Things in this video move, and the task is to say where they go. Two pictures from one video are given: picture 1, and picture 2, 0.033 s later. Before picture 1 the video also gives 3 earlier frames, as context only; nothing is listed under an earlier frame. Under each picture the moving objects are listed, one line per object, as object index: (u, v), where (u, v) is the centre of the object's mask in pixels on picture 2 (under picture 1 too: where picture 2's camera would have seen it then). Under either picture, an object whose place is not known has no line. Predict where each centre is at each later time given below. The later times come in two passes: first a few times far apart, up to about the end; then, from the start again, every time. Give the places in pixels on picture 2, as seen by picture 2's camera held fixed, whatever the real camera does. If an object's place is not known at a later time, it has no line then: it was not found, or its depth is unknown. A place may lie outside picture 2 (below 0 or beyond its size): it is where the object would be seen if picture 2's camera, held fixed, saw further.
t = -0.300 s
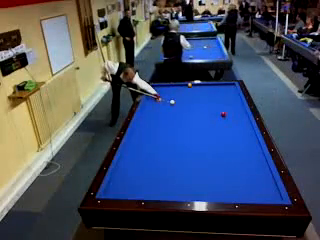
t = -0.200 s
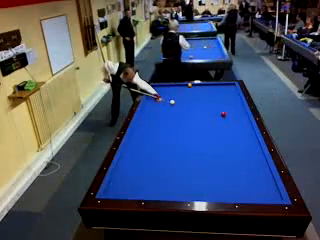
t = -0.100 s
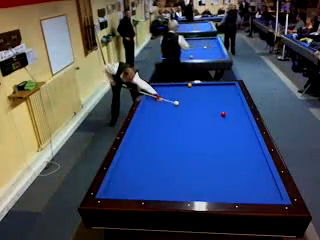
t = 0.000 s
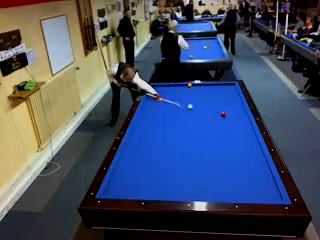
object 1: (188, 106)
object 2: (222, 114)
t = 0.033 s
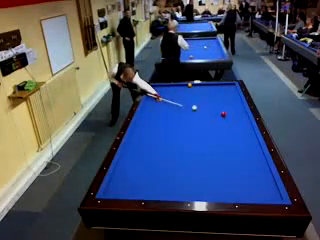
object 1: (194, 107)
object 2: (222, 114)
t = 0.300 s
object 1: (222, 118)
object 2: (233, 112)
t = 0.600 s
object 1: (244, 136)
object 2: (234, 111)
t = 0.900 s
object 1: (256, 159)
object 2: (220, 109)
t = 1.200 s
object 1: (252, 189)
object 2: (207, 108)
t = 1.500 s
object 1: (226, 179)
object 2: (195, 107)
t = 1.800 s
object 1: (202, 162)
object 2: (183, 106)
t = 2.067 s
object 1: (184, 150)
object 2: (173, 106)
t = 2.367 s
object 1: (167, 138)
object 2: (162, 105)
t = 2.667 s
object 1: (153, 128)
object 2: (152, 104)
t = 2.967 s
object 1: (141, 120)
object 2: (145, 103)
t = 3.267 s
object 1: (146, 114)
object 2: (151, 102)
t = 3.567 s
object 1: (156, 107)
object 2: (156, 102)
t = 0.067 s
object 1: (198, 108)
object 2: (222, 114)
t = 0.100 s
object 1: (203, 109)
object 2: (223, 114)
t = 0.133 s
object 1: (207, 110)
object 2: (223, 114)
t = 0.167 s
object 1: (212, 112)
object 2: (223, 114)
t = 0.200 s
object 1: (217, 113)
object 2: (223, 114)
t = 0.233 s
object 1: (219, 115)
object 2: (226, 114)
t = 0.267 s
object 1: (220, 117)
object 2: (229, 113)
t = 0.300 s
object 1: (222, 118)
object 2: (233, 112)
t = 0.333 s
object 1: (224, 120)
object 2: (236, 113)
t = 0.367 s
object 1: (226, 122)
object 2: (239, 113)
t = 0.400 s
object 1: (228, 124)
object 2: (242, 112)
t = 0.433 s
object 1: (231, 126)
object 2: (243, 112)
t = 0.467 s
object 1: (233, 128)
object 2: (242, 112)
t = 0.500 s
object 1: (236, 129)
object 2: (240, 111)
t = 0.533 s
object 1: (238, 132)
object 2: (238, 111)
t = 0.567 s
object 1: (241, 134)
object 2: (236, 111)
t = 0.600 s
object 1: (244, 136)
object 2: (234, 111)
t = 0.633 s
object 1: (247, 138)
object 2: (233, 110)
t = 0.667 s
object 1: (250, 140)
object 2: (231, 110)
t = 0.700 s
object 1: (253, 143)
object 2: (230, 110)
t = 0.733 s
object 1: (256, 146)
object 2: (228, 110)
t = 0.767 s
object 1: (258, 148)
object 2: (227, 110)
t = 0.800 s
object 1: (258, 151)
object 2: (225, 110)
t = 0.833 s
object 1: (257, 153)
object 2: (223, 110)
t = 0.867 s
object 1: (256, 156)
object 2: (222, 109)
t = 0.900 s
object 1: (256, 159)
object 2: (220, 109)
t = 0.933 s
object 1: (256, 162)
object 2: (219, 109)
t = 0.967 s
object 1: (255, 165)
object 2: (217, 109)
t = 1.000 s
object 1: (255, 168)
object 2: (216, 109)
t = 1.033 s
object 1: (254, 171)
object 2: (215, 109)
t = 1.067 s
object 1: (254, 174)
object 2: (213, 109)
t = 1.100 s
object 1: (253, 178)
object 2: (211, 109)
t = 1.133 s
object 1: (253, 181)
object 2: (210, 109)
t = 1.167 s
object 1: (253, 185)
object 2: (209, 108)
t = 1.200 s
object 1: (252, 189)
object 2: (207, 108)
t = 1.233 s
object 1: (251, 193)
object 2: (206, 108)
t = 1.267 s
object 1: (251, 196)
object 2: (205, 108)
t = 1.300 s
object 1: (247, 194)
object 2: (203, 108)
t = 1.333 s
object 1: (243, 192)
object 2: (202, 108)
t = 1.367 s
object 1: (240, 189)
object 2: (200, 108)
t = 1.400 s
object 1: (236, 186)
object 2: (199, 107)
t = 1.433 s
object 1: (232, 183)
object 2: (198, 107)
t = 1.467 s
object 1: (229, 181)
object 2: (196, 107)
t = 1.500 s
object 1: (226, 179)
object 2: (195, 107)
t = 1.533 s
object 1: (223, 177)
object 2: (194, 107)
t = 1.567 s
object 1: (220, 175)
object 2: (192, 107)
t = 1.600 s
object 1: (218, 173)
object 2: (191, 107)
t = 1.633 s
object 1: (214, 171)
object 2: (189, 107)
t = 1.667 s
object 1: (212, 169)
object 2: (188, 107)
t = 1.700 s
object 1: (209, 167)
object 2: (187, 107)
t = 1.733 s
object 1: (207, 165)
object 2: (185, 107)
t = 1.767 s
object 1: (204, 164)
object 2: (184, 107)
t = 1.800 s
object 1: (202, 162)
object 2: (183, 106)
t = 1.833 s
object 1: (199, 161)
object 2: (182, 106)
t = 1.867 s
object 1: (197, 159)
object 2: (181, 106)
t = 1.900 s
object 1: (195, 157)
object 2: (179, 106)
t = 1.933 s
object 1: (193, 156)
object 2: (178, 106)
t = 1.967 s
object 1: (191, 154)
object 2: (177, 106)
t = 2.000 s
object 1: (188, 153)
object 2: (176, 106)
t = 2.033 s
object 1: (186, 151)
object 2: (174, 106)
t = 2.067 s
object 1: (184, 150)
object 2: (173, 106)
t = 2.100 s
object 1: (182, 149)
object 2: (172, 106)
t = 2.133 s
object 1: (180, 147)
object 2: (171, 106)
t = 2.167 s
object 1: (178, 146)
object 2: (169, 106)
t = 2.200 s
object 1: (176, 145)
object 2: (168, 106)
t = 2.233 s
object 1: (175, 143)
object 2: (167, 105)
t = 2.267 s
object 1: (173, 142)
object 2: (166, 105)
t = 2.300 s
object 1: (171, 141)
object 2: (165, 105)
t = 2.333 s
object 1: (169, 139)
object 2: (164, 105)
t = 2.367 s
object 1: (167, 138)
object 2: (162, 105)
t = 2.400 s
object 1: (166, 137)
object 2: (161, 105)
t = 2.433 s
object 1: (164, 136)
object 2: (160, 105)
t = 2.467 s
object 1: (162, 135)
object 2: (159, 105)
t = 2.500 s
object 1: (161, 134)
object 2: (158, 105)
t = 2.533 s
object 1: (159, 133)
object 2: (157, 105)
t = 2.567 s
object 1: (158, 131)
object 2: (155, 104)
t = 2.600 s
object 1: (156, 130)
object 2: (154, 104)
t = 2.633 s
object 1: (155, 129)
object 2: (154, 104)
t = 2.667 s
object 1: (153, 128)
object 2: (152, 104)
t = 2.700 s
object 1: (152, 127)
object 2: (151, 104)
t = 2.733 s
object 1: (150, 126)
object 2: (150, 104)
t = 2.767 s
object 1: (149, 125)
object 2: (149, 104)
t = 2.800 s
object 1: (147, 125)
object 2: (148, 104)
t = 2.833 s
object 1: (146, 124)
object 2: (147, 104)
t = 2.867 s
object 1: (145, 123)
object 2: (146, 103)
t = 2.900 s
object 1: (143, 122)
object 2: (145, 104)
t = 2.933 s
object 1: (142, 121)
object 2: (145, 104)
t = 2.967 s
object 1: (141, 120)
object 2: (145, 103)
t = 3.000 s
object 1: (140, 119)
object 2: (146, 103)
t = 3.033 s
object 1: (138, 118)
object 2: (146, 103)
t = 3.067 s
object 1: (139, 118)
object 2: (147, 103)
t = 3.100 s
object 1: (140, 117)
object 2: (148, 103)
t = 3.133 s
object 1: (141, 116)
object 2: (149, 102)
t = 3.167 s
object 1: (143, 115)
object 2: (149, 102)
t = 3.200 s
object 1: (144, 115)
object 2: (150, 102)
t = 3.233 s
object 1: (145, 114)
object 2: (150, 102)
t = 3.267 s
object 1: (146, 114)
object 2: (151, 102)
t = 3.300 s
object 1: (147, 113)
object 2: (152, 102)
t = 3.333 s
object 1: (149, 112)
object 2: (153, 102)
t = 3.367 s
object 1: (150, 111)
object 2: (153, 101)
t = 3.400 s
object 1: (151, 111)
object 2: (154, 101)
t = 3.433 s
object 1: (152, 110)
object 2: (154, 101)
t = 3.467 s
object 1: (153, 110)
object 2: (155, 101)
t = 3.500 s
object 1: (154, 109)
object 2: (156, 101)
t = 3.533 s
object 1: (155, 108)
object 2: (157, 101)
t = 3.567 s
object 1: (156, 107)
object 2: (156, 102)
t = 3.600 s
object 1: (157, 107)
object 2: (157, 101)
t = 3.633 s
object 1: (158, 107)
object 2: (158, 101)
